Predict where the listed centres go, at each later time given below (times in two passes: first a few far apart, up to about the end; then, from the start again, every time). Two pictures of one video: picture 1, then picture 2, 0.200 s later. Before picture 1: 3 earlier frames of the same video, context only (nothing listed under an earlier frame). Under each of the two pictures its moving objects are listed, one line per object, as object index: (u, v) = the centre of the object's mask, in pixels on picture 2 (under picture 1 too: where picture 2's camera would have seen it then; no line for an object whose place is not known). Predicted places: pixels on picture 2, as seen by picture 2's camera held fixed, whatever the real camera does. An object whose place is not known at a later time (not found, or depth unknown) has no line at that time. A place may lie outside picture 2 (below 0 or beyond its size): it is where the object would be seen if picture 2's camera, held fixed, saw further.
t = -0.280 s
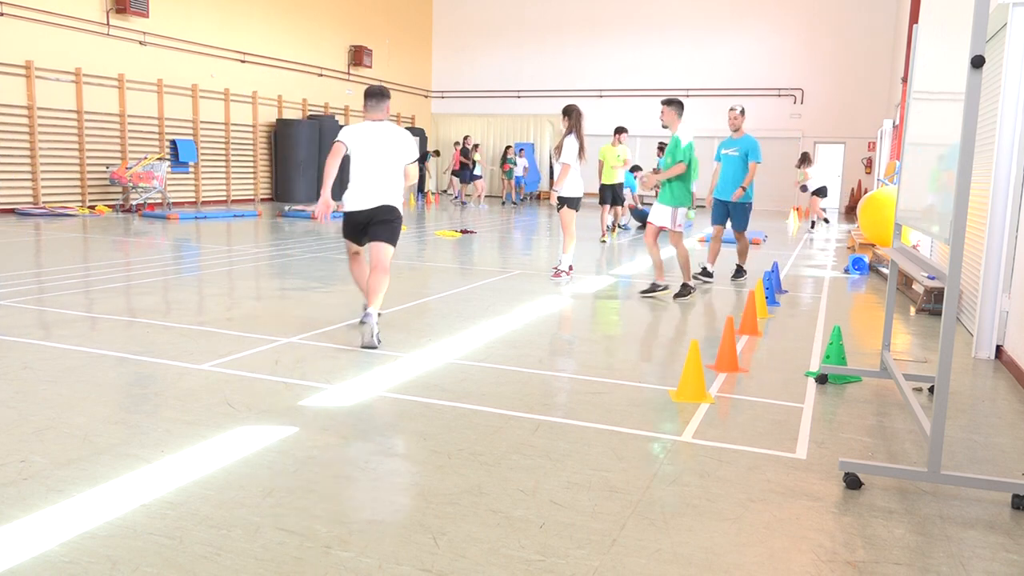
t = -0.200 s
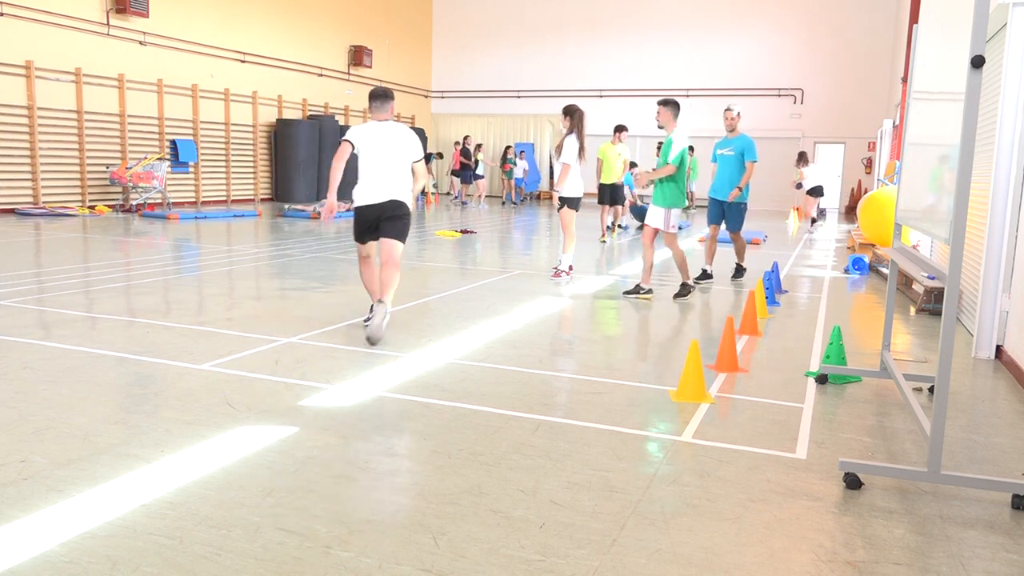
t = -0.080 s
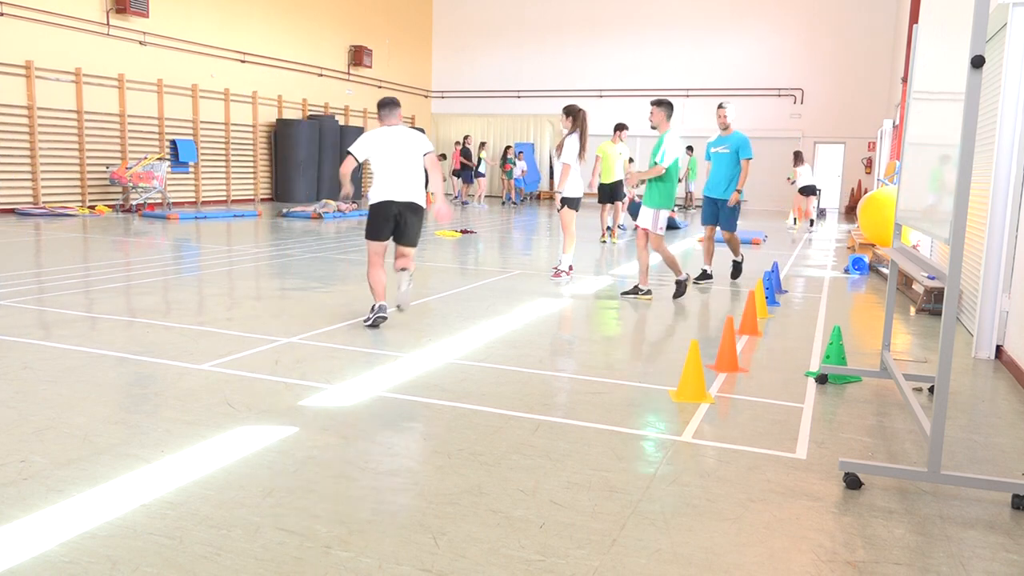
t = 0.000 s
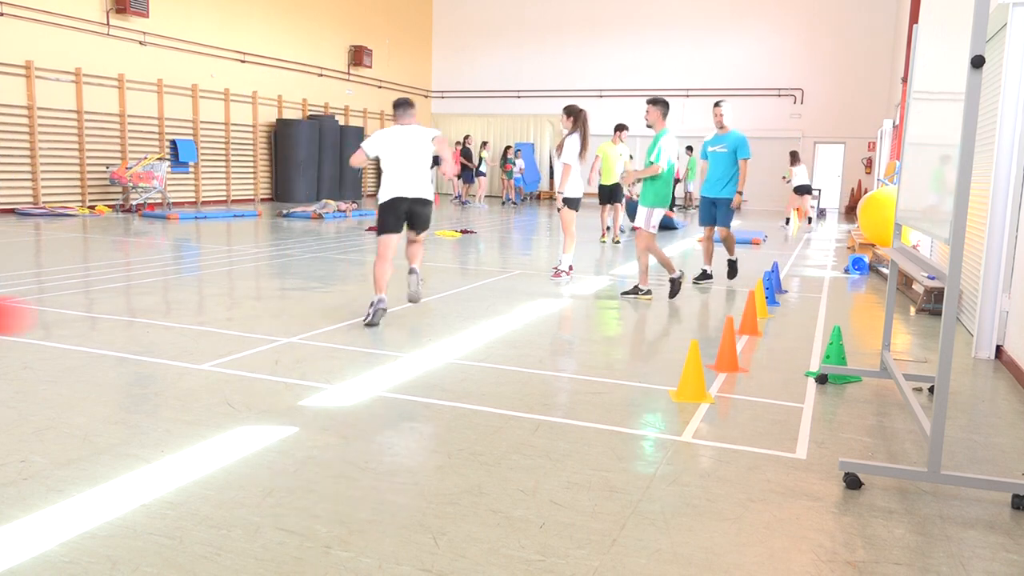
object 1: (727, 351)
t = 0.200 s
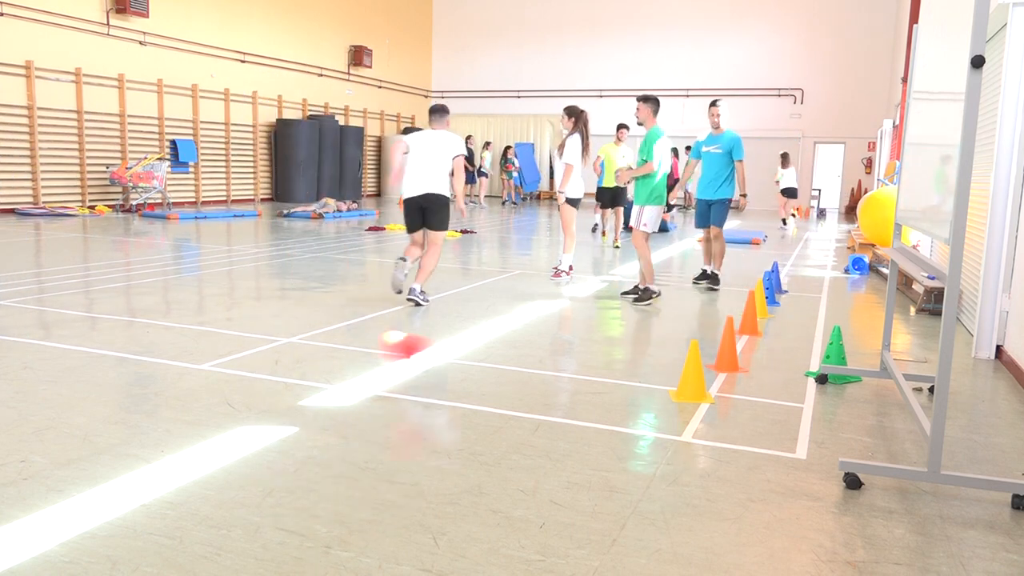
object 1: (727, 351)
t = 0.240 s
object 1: (727, 351)
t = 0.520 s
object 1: (733, 352)
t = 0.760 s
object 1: (785, 355)
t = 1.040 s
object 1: (801, 360)
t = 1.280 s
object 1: (802, 360)
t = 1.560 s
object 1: (802, 360)
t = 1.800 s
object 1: (802, 360)
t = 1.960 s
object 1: (802, 360)
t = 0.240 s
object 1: (727, 351)
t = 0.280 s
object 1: (727, 351)
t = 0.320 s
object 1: (727, 351)
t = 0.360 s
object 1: (727, 351)
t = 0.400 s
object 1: (727, 351)
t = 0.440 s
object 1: (727, 351)
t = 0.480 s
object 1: (728, 351)
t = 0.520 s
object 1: (733, 352)
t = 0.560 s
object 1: (745, 342)
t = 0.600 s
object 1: (756, 339)
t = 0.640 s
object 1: (765, 341)
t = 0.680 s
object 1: (773, 346)
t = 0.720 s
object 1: (781, 354)
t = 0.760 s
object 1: (785, 355)
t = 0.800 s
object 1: (789, 353)
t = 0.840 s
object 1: (792, 354)
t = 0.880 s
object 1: (796, 357)
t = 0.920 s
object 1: (798, 358)
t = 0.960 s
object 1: (800, 358)
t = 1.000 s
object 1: (801, 359)
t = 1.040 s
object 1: (801, 360)
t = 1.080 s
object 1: (802, 360)
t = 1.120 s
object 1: (802, 360)
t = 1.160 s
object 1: (802, 360)
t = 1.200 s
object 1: (802, 360)
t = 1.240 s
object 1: (802, 360)
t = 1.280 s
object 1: (802, 360)
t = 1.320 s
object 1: (802, 360)
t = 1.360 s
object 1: (802, 360)
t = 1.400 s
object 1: (802, 360)
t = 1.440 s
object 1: (802, 360)
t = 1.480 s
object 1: (802, 360)
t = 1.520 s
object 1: (802, 360)
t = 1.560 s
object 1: (802, 360)
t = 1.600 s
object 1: (802, 360)
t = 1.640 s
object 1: (802, 360)
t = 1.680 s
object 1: (802, 360)
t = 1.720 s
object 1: (802, 360)
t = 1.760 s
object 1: (802, 360)
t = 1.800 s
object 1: (802, 360)
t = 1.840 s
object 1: (802, 360)
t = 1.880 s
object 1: (802, 360)
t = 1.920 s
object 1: (802, 360)
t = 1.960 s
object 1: (802, 360)
